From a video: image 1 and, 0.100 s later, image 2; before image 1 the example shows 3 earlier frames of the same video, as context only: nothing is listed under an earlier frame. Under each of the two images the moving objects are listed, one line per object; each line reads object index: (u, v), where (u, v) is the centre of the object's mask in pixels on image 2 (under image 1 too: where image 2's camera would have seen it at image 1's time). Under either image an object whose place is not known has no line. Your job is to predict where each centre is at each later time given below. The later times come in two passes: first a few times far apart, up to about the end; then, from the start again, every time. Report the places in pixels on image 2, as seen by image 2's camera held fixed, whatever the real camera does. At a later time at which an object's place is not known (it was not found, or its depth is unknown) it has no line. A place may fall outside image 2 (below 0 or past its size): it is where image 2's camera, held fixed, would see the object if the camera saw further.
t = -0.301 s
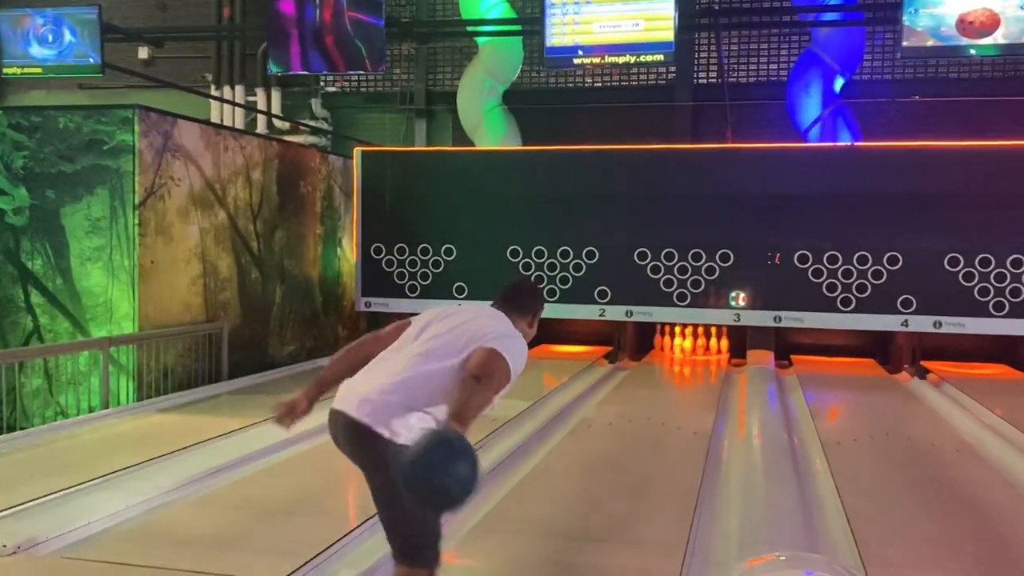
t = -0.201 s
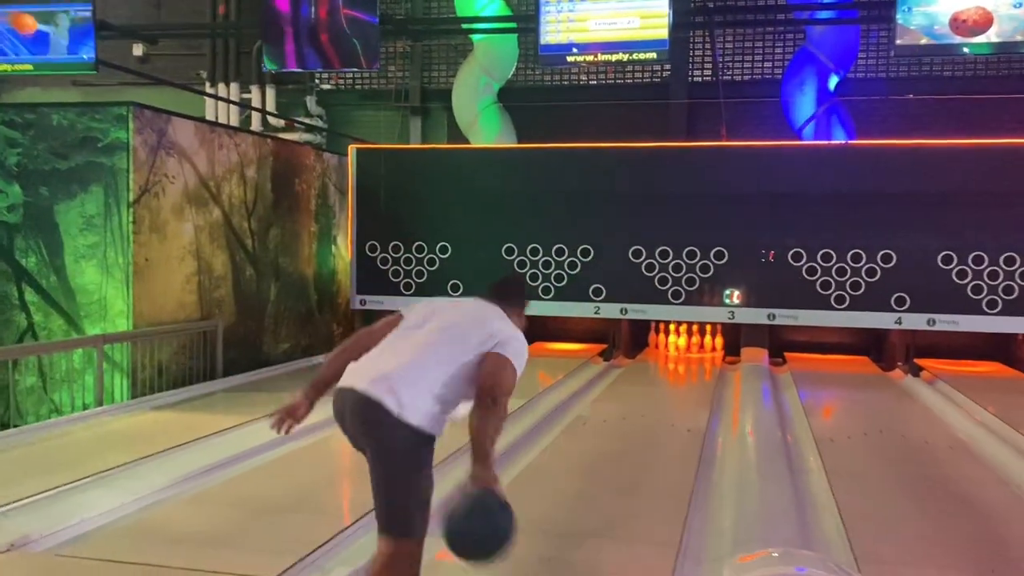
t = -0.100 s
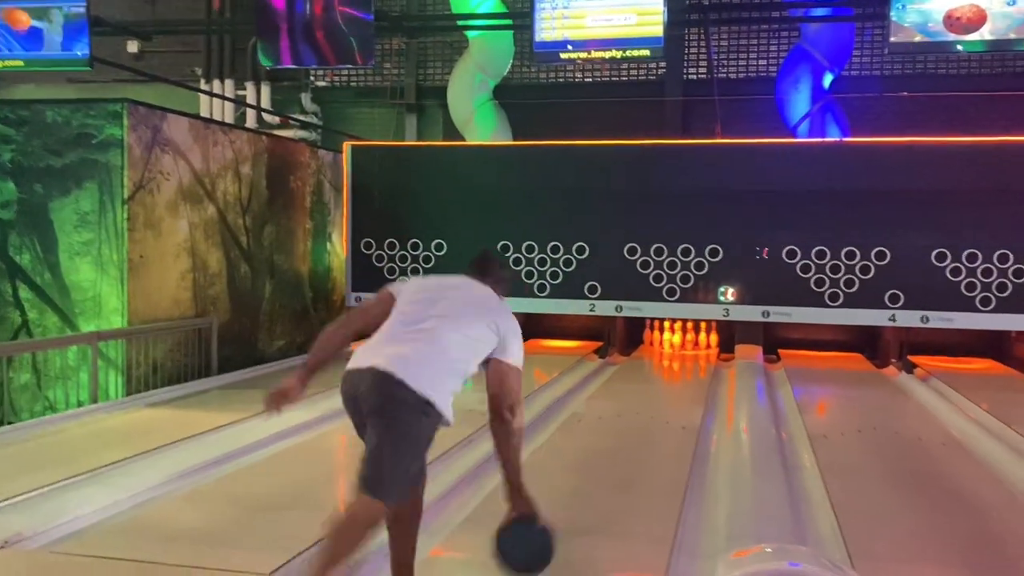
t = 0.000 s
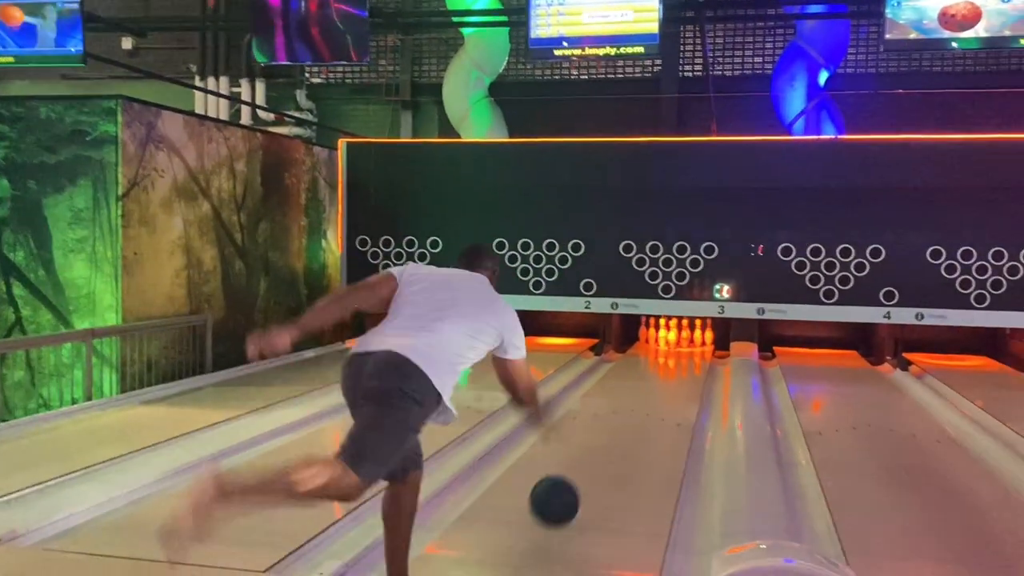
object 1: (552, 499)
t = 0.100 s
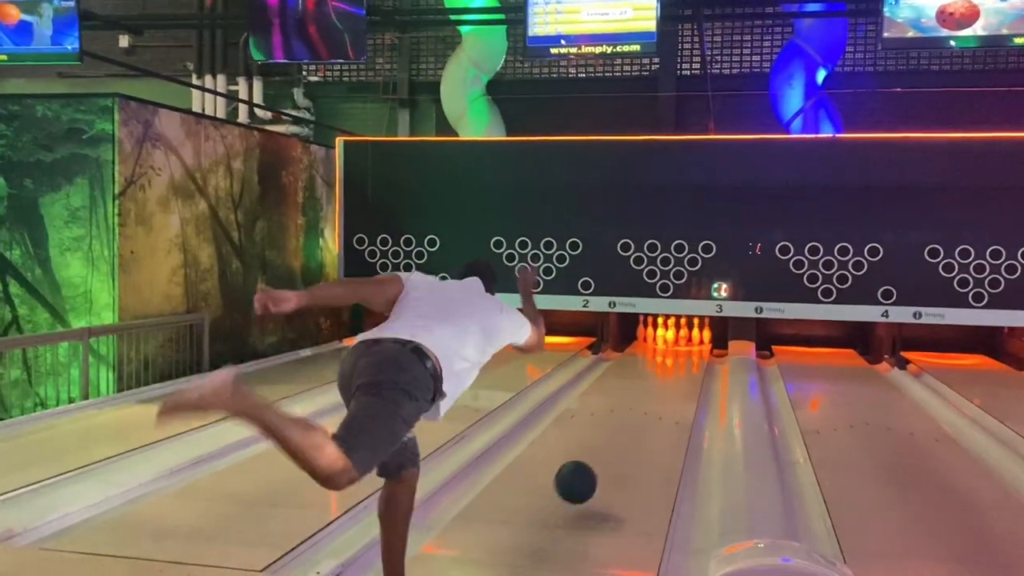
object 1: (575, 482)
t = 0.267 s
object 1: (601, 441)
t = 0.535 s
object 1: (625, 395)
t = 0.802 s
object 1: (637, 368)
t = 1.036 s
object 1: (644, 353)
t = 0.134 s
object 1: (582, 480)
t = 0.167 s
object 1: (587, 467)
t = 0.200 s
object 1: (592, 457)
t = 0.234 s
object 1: (597, 450)
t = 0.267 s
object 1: (601, 441)
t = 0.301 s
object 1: (605, 434)
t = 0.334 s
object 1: (609, 427)
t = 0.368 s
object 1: (612, 420)
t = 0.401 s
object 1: (615, 414)
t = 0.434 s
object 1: (618, 409)
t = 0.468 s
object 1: (620, 403)
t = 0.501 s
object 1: (622, 399)
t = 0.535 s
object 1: (625, 395)
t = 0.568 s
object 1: (627, 390)
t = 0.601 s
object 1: (628, 387)
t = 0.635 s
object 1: (630, 383)
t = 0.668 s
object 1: (632, 379)
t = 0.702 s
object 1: (633, 376)
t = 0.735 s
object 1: (635, 373)
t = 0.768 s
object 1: (636, 370)
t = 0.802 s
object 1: (637, 368)
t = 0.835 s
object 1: (638, 365)
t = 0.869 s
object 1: (639, 363)
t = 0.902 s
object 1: (641, 361)
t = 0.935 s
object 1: (641, 359)
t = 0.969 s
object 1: (642, 356)
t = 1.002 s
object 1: (643, 354)
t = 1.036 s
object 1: (644, 353)
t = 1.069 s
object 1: (645, 351)
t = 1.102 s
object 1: (646, 349)
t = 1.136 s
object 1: (646, 348)
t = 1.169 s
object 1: (647, 346)
